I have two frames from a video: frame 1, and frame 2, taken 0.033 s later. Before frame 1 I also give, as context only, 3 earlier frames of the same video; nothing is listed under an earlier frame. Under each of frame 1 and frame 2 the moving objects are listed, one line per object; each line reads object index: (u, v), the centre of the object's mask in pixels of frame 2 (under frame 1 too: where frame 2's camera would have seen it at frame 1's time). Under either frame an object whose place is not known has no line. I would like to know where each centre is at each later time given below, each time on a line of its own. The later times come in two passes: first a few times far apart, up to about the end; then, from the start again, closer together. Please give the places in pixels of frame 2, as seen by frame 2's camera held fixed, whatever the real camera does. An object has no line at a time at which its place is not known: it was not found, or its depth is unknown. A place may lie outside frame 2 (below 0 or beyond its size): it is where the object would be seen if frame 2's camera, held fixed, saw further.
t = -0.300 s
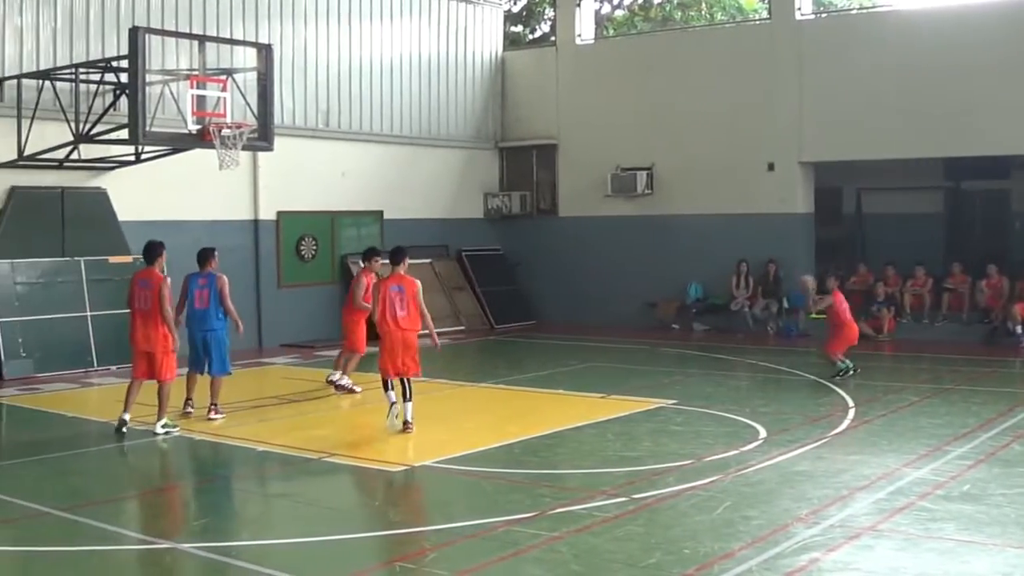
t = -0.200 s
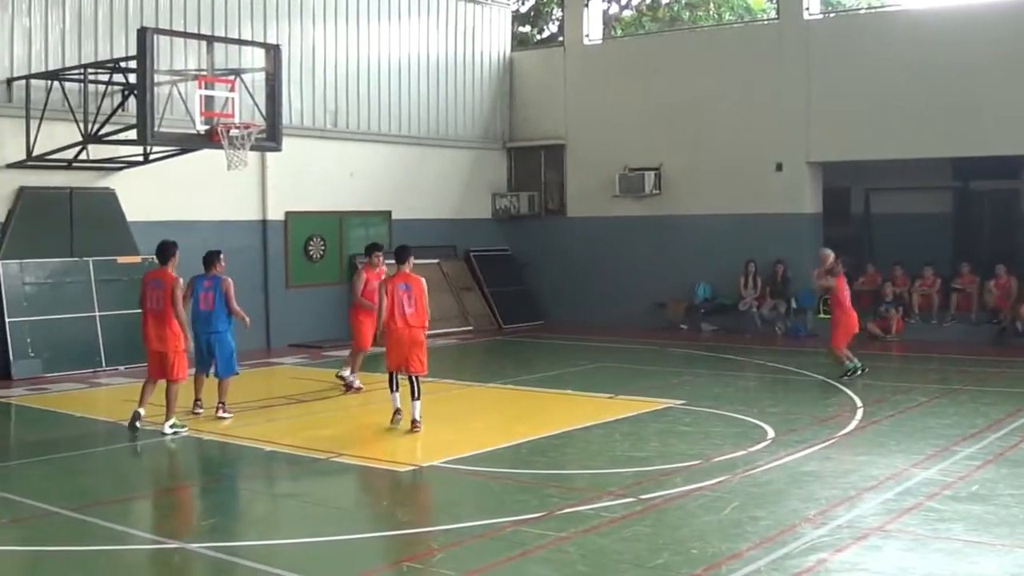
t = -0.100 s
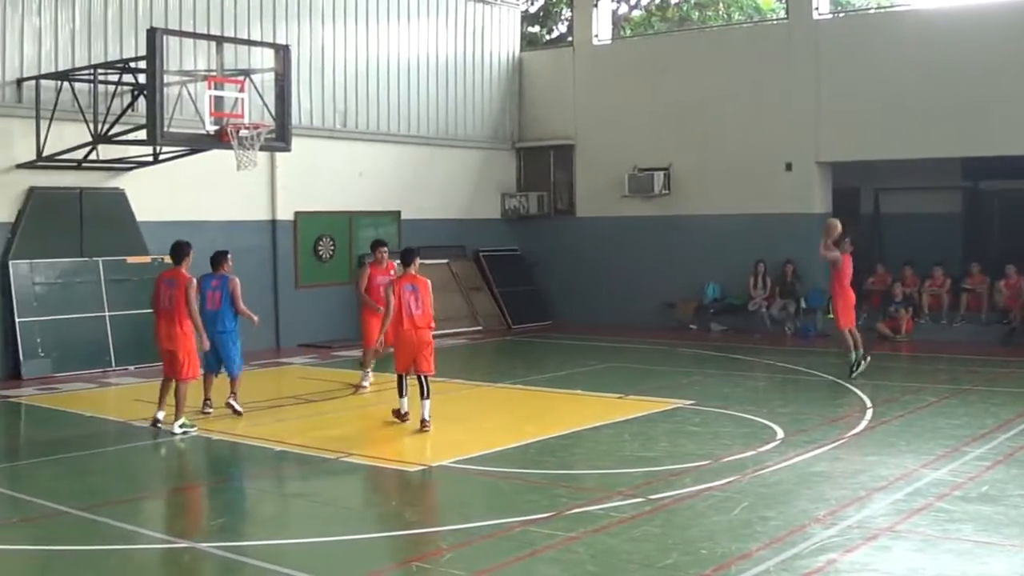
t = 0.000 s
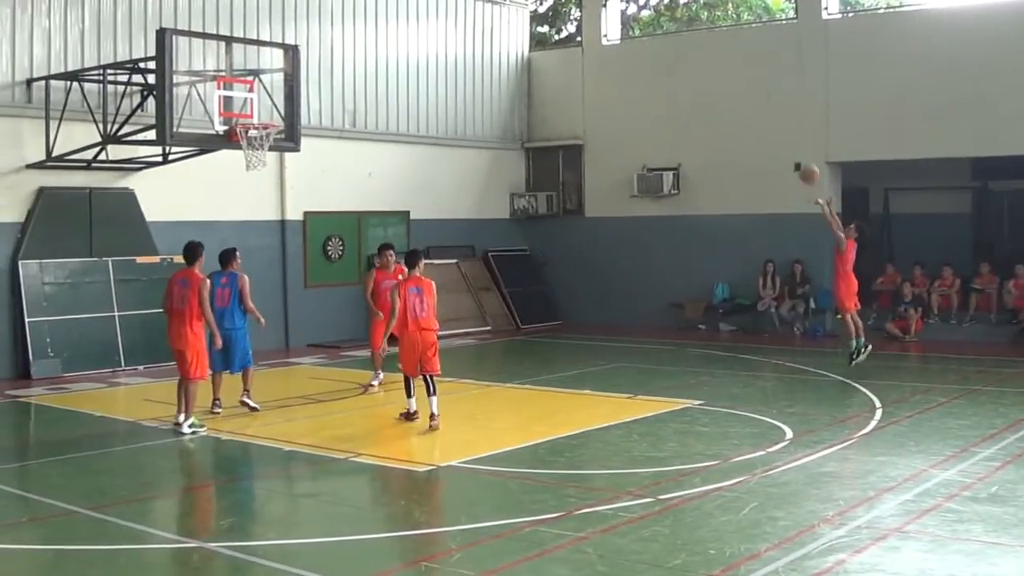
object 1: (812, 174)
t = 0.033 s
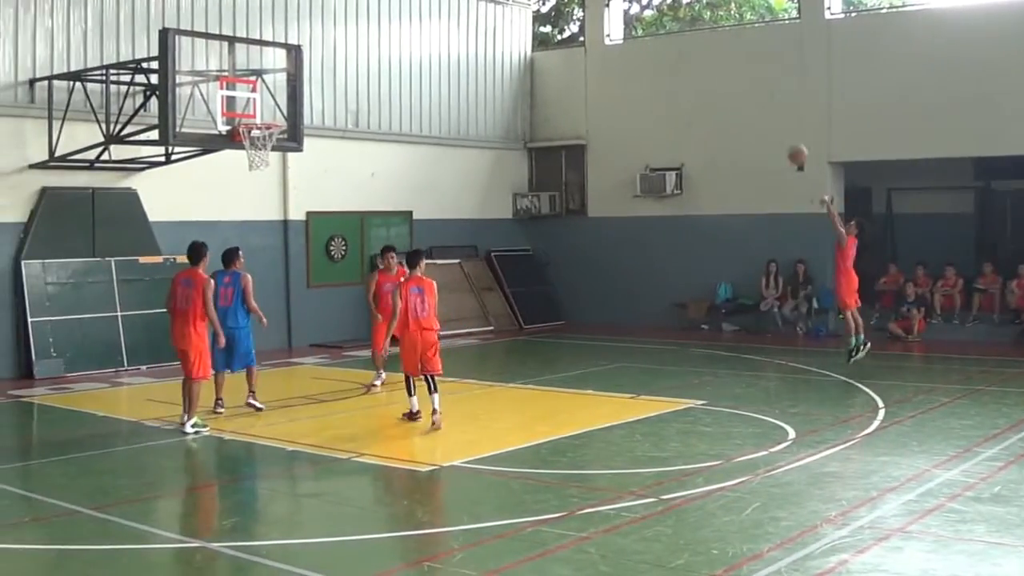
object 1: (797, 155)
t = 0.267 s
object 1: (699, 46)
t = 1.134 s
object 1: (337, 41)
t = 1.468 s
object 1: (230, 160)
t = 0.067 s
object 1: (783, 137)
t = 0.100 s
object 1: (769, 119)
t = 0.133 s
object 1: (755, 102)
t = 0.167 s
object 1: (741, 87)
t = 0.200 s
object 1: (727, 72)
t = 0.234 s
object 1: (713, 59)
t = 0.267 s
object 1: (699, 46)
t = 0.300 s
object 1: (685, 34)
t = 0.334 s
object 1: (670, 23)
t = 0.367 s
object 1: (658, 16)
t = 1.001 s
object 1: (393, 4)
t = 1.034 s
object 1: (378, 9)
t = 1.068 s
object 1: (365, 18)
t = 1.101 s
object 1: (351, 29)
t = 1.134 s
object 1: (337, 41)
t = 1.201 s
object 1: (311, 67)
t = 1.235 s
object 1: (297, 81)
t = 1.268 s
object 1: (285, 96)
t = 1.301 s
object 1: (271, 113)
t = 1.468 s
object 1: (230, 160)
